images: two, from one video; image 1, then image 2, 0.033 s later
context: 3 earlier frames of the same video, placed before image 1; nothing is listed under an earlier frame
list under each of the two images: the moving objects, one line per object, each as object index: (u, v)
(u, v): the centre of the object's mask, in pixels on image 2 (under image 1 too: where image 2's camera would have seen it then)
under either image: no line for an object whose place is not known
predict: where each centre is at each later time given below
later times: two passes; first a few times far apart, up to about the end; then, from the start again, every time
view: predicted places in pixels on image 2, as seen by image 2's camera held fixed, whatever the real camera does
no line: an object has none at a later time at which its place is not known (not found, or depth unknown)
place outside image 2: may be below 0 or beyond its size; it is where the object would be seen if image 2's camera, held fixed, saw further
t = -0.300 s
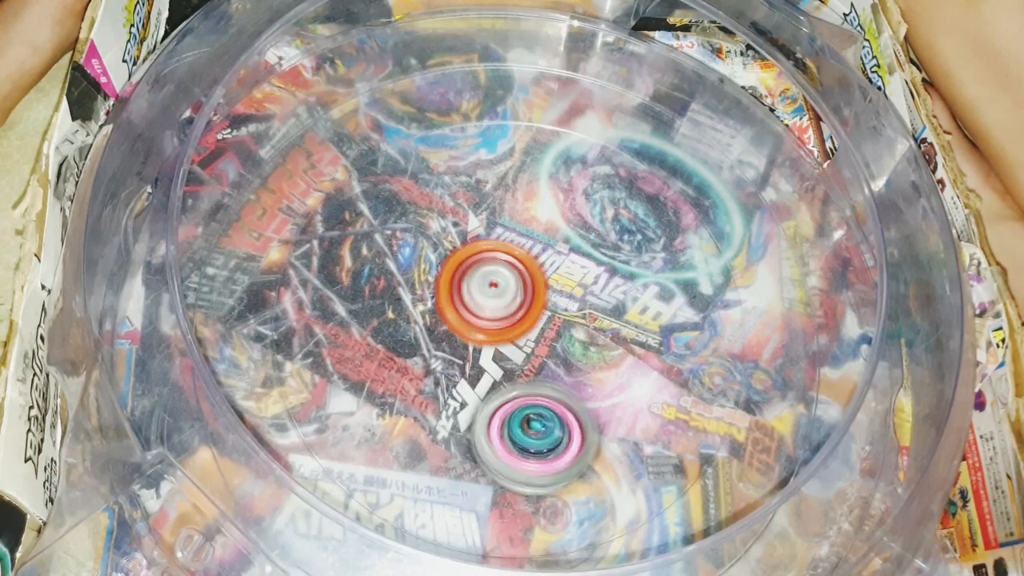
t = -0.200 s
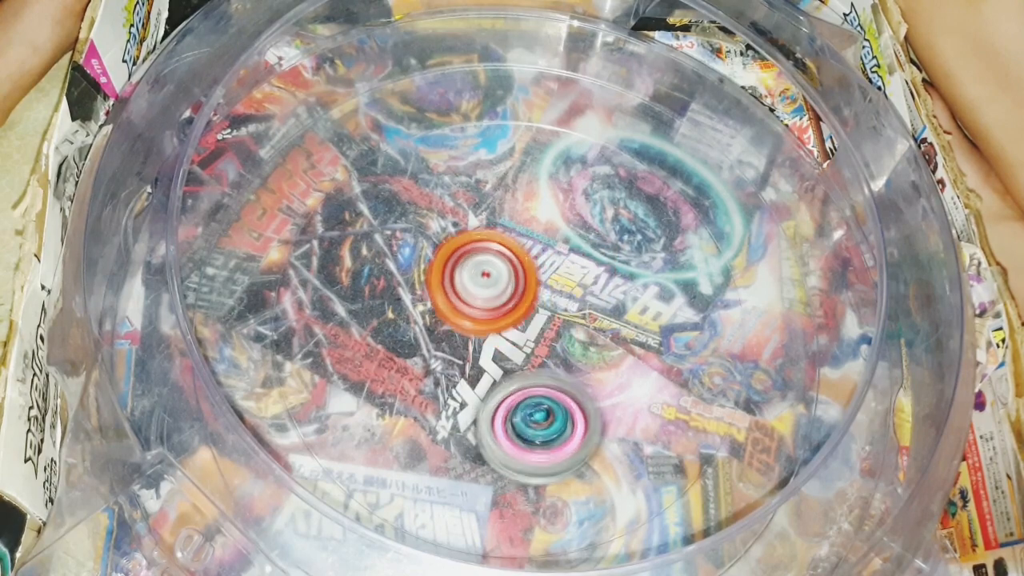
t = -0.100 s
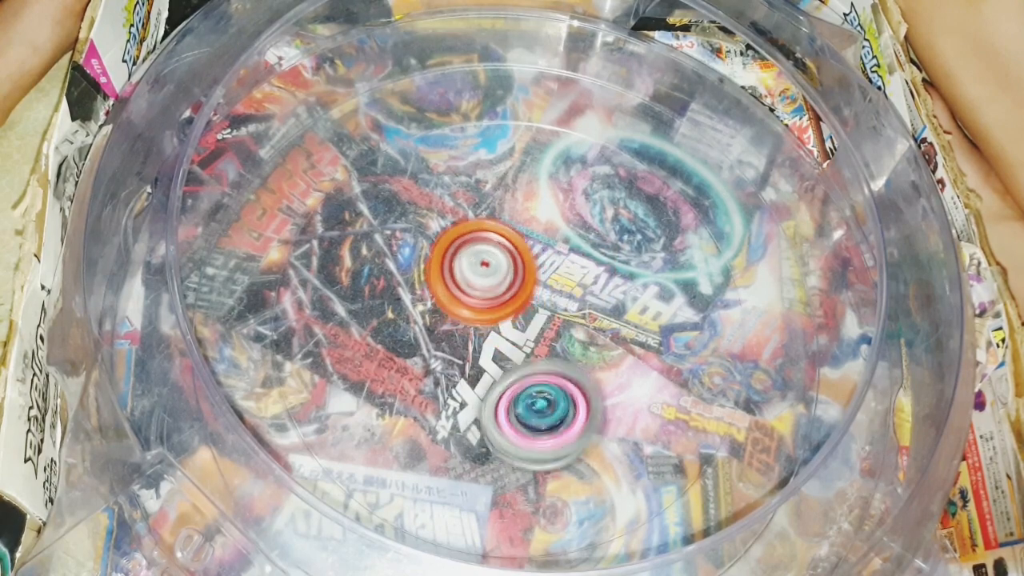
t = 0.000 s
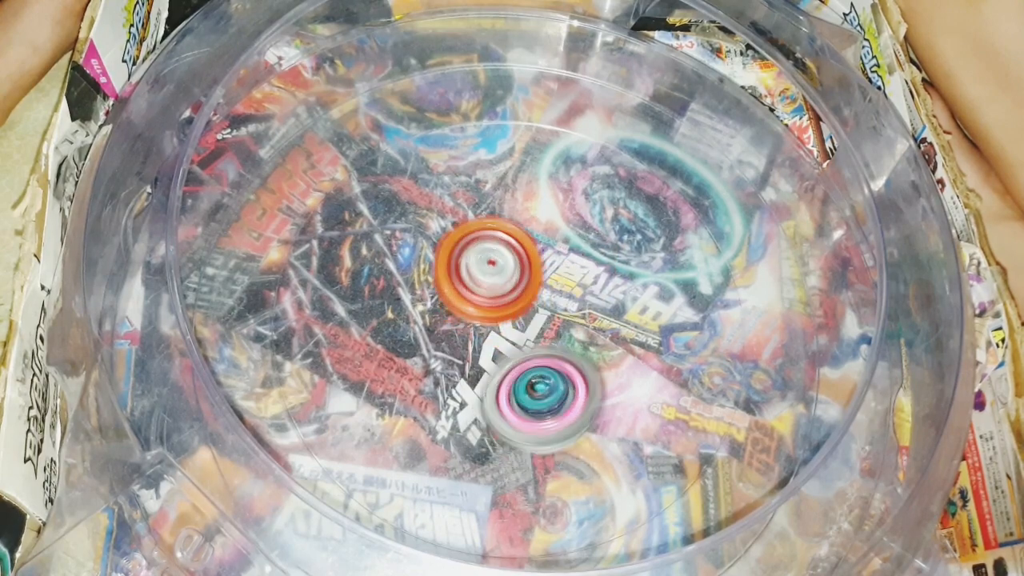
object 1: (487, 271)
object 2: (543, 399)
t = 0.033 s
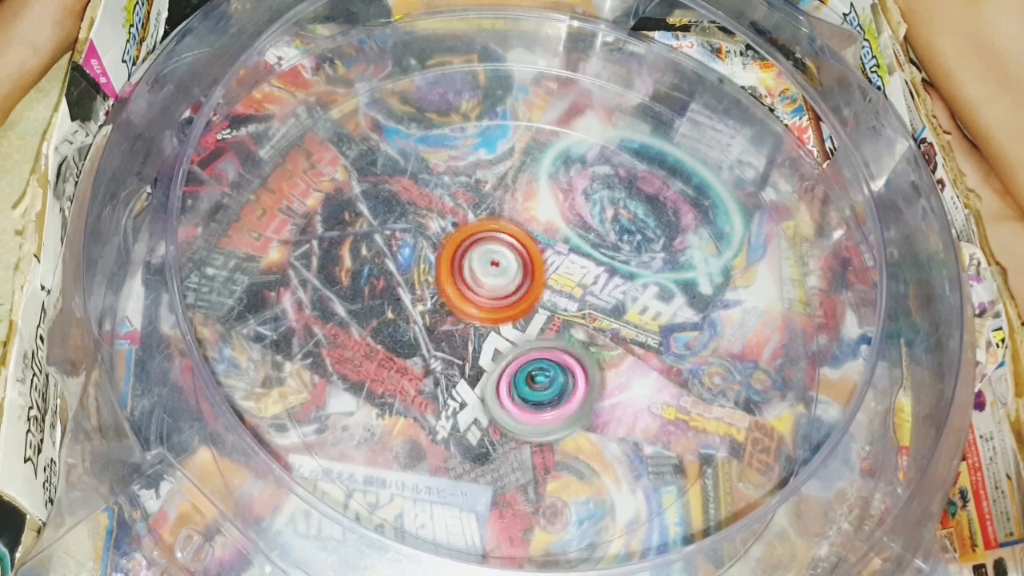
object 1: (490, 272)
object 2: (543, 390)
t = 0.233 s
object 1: (442, 180)
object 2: (639, 425)
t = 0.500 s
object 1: (497, 184)
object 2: (623, 384)
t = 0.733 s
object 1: (469, 205)
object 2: (658, 342)
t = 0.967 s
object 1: (421, 191)
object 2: (680, 346)
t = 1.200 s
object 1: (447, 237)
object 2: (588, 310)
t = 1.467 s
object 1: (210, 282)
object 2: (662, 261)
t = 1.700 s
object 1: (145, 388)
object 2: (607, 273)
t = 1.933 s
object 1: (176, 424)
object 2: (456, 258)
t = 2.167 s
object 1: (239, 452)
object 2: (400, 227)
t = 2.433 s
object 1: (331, 432)
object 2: (418, 235)
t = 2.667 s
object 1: (425, 342)
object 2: (531, 260)
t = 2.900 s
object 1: (520, 290)
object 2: (672, 360)
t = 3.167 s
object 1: (626, 294)
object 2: (661, 421)
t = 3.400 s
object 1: (648, 303)
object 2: (537, 397)
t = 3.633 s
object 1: (605, 313)
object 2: (468, 262)
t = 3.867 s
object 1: (540, 323)
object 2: (520, 200)
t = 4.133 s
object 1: (456, 307)
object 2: (554, 206)
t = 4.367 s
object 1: (420, 287)
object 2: (577, 282)
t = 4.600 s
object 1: (418, 280)
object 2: (504, 381)
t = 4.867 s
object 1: (432, 240)
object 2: (497, 407)
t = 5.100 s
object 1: (499, 265)
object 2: (490, 371)
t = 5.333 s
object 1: (561, 193)
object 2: (552, 359)
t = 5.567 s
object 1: (601, 205)
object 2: (588, 322)
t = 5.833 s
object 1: (595, 203)
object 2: (558, 356)
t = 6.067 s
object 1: (579, 223)
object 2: (546, 345)
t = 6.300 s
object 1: (561, 251)
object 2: (518, 370)
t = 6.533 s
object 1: (551, 280)
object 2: (464, 360)
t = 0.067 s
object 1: (491, 274)
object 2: (546, 384)
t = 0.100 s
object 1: (470, 242)
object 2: (576, 402)
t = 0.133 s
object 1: (453, 215)
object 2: (603, 422)
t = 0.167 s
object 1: (443, 196)
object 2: (625, 430)
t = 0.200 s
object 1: (439, 185)
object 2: (637, 428)
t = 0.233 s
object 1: (442, 180)
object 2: (639, 425)
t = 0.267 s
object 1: (447, 176)
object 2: (640, 423)
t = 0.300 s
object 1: (453, 171)
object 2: (640, 420)
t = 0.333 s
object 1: (460, 169)
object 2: (639, 417)
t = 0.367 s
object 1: (467, 168)
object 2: (637, 412)
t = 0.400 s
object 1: (479, 171)
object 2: (633, 404)
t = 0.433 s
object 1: (486, 175)
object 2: (629, 397)
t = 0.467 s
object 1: (490, 178)
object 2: (628, 393)
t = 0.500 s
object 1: (497, 184)
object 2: (623, 384)
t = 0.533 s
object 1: (504, 192)
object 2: (617, 375)
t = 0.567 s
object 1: (510, 202)
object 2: (613, 364)
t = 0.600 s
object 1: (516, 211)
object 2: (608, 352)
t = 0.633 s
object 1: (522, 223)
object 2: (604, 340)
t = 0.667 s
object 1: (526, 233)
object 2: (598, 326)
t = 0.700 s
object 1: (502, 222)
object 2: (623, 333)
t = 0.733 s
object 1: (469, 205)
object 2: (658, 342)
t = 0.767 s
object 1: (445, 194)
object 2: (683, 352)
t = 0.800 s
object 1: (428, 189)
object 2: (695, 354)
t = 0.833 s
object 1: (420, 188)
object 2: (697, 352)
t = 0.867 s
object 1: (419, 187)
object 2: (695, 351)
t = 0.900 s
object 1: (419, 187)
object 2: (690, 350)
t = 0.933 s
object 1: (420, 188)
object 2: (684, 349)
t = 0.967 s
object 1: (421, 191)
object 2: (680, 346)
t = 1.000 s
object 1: (424, 195)
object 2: (674, 344)
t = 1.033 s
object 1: (426, 200)
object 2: (664, 341)
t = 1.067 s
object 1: (430, 206)
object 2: (654, 339)
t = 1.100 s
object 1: (435, 214)
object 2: (642, 333)
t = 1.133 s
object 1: (438, 221)
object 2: (625, 326)
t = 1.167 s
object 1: (442, 229)
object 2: (607, 319)
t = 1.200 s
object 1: (447, 237)
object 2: (588, 310)
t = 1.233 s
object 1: (451, 245)
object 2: (567, 299)
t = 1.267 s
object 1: (452, 250)
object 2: (559, 292)
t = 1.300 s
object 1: (400, 251)
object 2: (588, 283)
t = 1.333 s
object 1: (344, 254)
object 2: (627, 274)
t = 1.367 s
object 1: (301, 256)
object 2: (649, 267)
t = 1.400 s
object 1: (269, 258)
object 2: (662, 263)
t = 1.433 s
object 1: (242, 267)
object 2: (666, 261)
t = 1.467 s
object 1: (210, 282)
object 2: (662, 261)
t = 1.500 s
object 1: (193, 295)
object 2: (660, 262)
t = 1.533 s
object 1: (187, 311)
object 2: (656, 264)
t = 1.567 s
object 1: (171, 327)
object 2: (652, 267)
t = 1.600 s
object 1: (160, 346)
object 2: (646, 268)
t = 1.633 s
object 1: (139, 369)
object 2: (635, 270)
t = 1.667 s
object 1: (139, 382)
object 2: (624, 274)
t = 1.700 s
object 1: (145, 388)
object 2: (607, 273)
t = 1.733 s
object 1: (154, 389)
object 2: (588, 278)
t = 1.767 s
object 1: (163, 388)
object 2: (569, 281)
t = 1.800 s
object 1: (154, 396)
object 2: (543, 280)
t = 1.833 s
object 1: (166, 398)
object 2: (519, 280)
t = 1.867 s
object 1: (168, 408)
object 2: (497, 273)
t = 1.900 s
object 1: (172, 416)
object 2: (473, 266)
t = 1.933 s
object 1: (176, 424)
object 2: (456, 258)
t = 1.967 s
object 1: (180, 432)
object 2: (441, 249)
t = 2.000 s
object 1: (186, 438)
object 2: (427, 241)
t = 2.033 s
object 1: (193, 445)
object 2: (417, 236)
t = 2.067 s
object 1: (202, 450)
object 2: (410, 232)
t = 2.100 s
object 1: (210, 455)
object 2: (405, 227)
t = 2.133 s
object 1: (221, 458)
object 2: (402, 228)
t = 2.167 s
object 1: (239, 452)
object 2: (400, 227)
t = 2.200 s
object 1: (248, 450)
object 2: (402, 226)
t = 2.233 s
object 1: (261, 445)
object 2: (402, 226)
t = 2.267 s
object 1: (269, 450)
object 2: (402, 227)
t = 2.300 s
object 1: (280, 451)
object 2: (406, 228)
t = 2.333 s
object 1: (293, 448)
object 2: (407, 228)
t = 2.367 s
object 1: (316, 437)
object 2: (408, 230)
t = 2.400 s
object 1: (319, 440)
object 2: (414, 232)
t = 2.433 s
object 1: (331, 432)
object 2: (418, 235)
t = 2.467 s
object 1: (344, 419)
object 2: (423, 240)
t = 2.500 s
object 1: (359, 400)
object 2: (430, 246)
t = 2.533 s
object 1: (378, 375)
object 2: (442, 259)
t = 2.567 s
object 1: (395, 358)
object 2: (453, 265)
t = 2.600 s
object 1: (407, 351)
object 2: (474, 261)
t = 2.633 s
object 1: (419, 344)
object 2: (497, 264)
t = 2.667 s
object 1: (425, 342)
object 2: (531, 260)
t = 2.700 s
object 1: (433, 336)
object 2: (565, 266)
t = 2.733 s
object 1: (442, 329)
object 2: (592, 277)
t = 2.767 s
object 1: (452, 322)
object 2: (617, 294)
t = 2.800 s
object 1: (465, 313)
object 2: (635, 309)
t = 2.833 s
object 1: (481, 305)
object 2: (649, 327)
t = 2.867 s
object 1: (499, 298)
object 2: (662, 345)
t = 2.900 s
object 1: (520, 290)
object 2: (672, 360)
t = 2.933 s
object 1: (543, 286)
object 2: (678, 376)
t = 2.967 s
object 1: (565, 285)
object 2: (681, 387)
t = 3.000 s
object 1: (583, 284)
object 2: (680, 396)
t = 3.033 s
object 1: (598, 287)
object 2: (675, 404)
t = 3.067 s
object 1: (607, 289)
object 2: (670, 411)
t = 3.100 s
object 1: (614, 291)
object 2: (666, 415)
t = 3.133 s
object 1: (620, 293)
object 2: (664, 418)
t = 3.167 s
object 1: (626, 294)
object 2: (661, 421)
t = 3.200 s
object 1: (632, 296)
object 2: (655, 423)
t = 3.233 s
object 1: (637, 297)
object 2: (646, 424)
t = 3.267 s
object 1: (642, 297)
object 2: (633, 424)
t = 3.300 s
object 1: (646, 299)
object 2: (616, 424)
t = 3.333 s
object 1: (648, 300)
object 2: (598, 419)
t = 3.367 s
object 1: (649, 301)
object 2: (574, 413)
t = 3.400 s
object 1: (648, 303)
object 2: (537, 397)
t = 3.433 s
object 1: (645, 303)
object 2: (524, 389)
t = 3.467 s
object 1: (641, 304)
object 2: (503, 373)
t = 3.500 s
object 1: (635, 306)
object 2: (485, 350)
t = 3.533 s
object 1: (629, 307)
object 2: (472, 328)
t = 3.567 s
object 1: (621, 309)
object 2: (465, 305)
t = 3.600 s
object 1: (613, 311)
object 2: (463, 282)
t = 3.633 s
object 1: (605, 313)
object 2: (468, 262)
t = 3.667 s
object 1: (597, 315)
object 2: (475, 244)
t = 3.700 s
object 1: (589, 317)
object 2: (484, 231)
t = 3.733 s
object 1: (581, 319)
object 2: (492, 221)
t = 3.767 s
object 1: (572, 321)
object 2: (500, 212)
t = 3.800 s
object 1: (562, 322)
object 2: (507, 206)
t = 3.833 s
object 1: (551, 323)
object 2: (514, 203)
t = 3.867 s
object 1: (540, 323)
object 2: (520, 200)
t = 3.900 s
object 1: (528, 323)
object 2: (527, 199)
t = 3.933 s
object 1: (522, 322)
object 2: (532, 196)
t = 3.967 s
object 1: (509, 321)
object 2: (537, 196)
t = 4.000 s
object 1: (497, 319)
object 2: (540, 197)
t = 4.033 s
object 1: (483, 315)
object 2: (544, 199)
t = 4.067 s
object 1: (473, 313)
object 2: (547, 201)
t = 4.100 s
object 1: (464, 311)
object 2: (550, 203)
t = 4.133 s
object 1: (456, 307)
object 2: (554, 206)
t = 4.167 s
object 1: (450, 305)
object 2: (558, 209)
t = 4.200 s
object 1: (444, 301)
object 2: (563, 214)
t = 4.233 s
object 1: (439, 299)
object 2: (567, 222)
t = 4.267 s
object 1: (433, 296)
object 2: (572, 231)
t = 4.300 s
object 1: (428, 293)
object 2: (575, 245)
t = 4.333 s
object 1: (424, 290)
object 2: (576, 263)
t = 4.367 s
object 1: (420, 287)
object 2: (577, 282)
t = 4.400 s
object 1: (416, 285)
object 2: (570, 317)
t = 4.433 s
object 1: (415, 284)
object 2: (565, 322)
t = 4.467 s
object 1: (414, 283)
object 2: (551, 340)
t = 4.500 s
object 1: (414, 282)
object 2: (538, 354)
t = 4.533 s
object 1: (416, 282)
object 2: (524, 364)
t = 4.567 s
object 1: (420, 284)
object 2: (509, 372)
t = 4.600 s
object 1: (418, 280)
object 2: (504, 381)
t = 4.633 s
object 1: (403, 262)
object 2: (513, 398)
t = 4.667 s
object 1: (398, 252)
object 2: (515, 408)
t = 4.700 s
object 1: (400, 247)
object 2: (509, 411)
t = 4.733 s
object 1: (404, 244)
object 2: (508, 411)
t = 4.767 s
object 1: (410, 241)
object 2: (508, 407)
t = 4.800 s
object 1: (416, 240)
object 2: (507, 407)
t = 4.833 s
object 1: (424, 239)
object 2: (503, 408)
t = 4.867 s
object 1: (432, 240)
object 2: (497, 407)
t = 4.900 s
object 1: (442, 242)
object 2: (495, 405)
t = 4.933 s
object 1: (452, 244)
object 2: (496, 402)
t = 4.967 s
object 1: (462, 248)
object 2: (493, 402)
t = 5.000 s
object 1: (471, 252)
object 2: (490, 401)
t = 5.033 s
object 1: (482, 256)
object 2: (487, 394)
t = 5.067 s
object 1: (490, 262)
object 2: (487, 381)
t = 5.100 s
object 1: (499, 265)
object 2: (490, 371)
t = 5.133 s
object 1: (502, 239)
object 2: (499, 386)
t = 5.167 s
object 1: (506, 217)
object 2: (514, 388)
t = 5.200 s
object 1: (515, 202)
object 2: (524, 386)
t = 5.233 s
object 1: (528, 195)
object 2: (531, 380)
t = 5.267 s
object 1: (544, 191)
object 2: (544, 370)
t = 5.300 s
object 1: (554, 192)
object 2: (545, 367)
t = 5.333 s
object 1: (561, 193)
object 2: (552, 359)
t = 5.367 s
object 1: (567, 193)
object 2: (559, 356)
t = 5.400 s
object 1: (575, 193)
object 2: (566, 345)
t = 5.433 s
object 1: (581, 194)
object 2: (572, 341)
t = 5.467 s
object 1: (586, 196)
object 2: (576, 333)
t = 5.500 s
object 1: (592, 198)
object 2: (581, 329)
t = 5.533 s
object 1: (597, 201)
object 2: (583, 327)
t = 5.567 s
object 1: (601, 205)
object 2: (588, 322)
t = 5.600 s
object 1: (604, 210)
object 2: (587, 323)
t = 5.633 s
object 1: (607, 213)
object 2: (590, 320)
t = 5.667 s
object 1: (602, 202)
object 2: (587, 335)
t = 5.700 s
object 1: (597, 198)
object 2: (584, 346)
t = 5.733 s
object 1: (597, 199)
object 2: (581, 347)
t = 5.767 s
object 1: (598, 199)
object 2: (567, 350)
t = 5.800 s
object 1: (597, 201)
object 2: (562, 355)
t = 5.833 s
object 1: (595, 203)
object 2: (558, 356)
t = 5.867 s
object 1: (593, 207)
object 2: (558, 355)
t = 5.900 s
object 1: (592, 212)
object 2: (562, 349)
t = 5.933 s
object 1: (590, 217)
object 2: (560, 337)
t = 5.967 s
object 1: (588, 222)
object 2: (549, 335)
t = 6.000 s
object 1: (587, 224)
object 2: (546, 333)
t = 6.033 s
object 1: (584, 225)
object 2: (546, 339)
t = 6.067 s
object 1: (579, 223)
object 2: (546, 345)
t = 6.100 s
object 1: (576, 229)
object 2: (541, 345)
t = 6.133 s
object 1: (575, 237)
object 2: (534, 346)
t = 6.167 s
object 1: (574, 240)
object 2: (530, 350)
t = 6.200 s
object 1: (570, 242)
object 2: (533, 350)
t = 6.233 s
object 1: (568, 246)
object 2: (533, 354)
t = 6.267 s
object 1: (564, 244)
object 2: (529, 364)
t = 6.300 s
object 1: (561, 251)
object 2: (518, 370)
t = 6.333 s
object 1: (561, 257)
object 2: (507, 373)
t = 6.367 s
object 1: (560, 264)
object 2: (496, 369)
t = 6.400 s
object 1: (556, 278)
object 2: (480, 359)
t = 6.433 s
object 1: (555, 282)
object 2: (477, 357)
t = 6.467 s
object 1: (554, 281)
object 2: (466, 362)
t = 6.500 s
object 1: (554, 278)
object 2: (463, 363)
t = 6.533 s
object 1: (551, 280)
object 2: (464, 360)
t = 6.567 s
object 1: (555, 278)
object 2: (463, 362)
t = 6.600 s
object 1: (557, 275)
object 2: (462, 364)
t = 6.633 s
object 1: (558, 276)
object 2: (462, 365)
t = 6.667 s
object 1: (561, 276)
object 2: (463, 362)
